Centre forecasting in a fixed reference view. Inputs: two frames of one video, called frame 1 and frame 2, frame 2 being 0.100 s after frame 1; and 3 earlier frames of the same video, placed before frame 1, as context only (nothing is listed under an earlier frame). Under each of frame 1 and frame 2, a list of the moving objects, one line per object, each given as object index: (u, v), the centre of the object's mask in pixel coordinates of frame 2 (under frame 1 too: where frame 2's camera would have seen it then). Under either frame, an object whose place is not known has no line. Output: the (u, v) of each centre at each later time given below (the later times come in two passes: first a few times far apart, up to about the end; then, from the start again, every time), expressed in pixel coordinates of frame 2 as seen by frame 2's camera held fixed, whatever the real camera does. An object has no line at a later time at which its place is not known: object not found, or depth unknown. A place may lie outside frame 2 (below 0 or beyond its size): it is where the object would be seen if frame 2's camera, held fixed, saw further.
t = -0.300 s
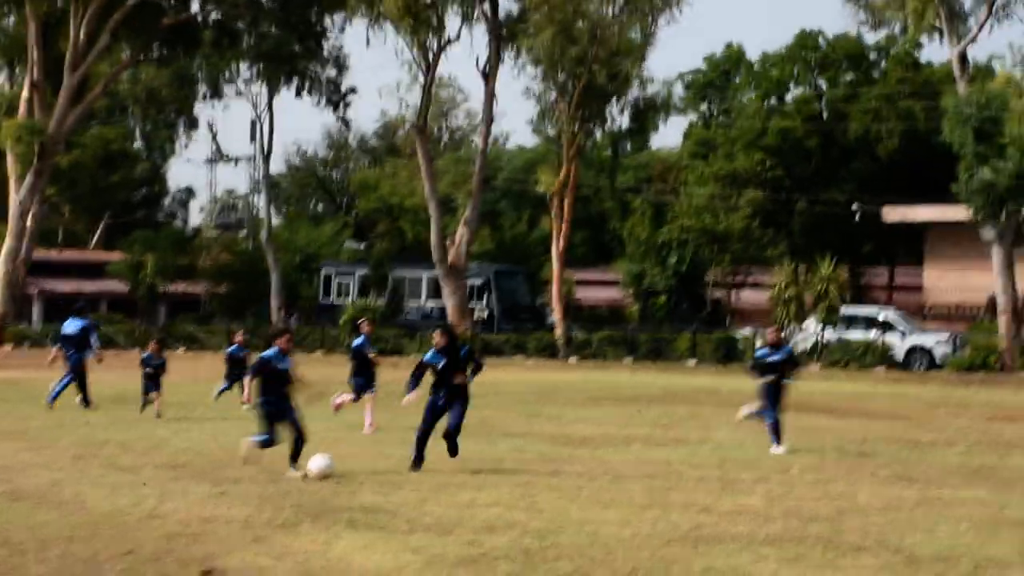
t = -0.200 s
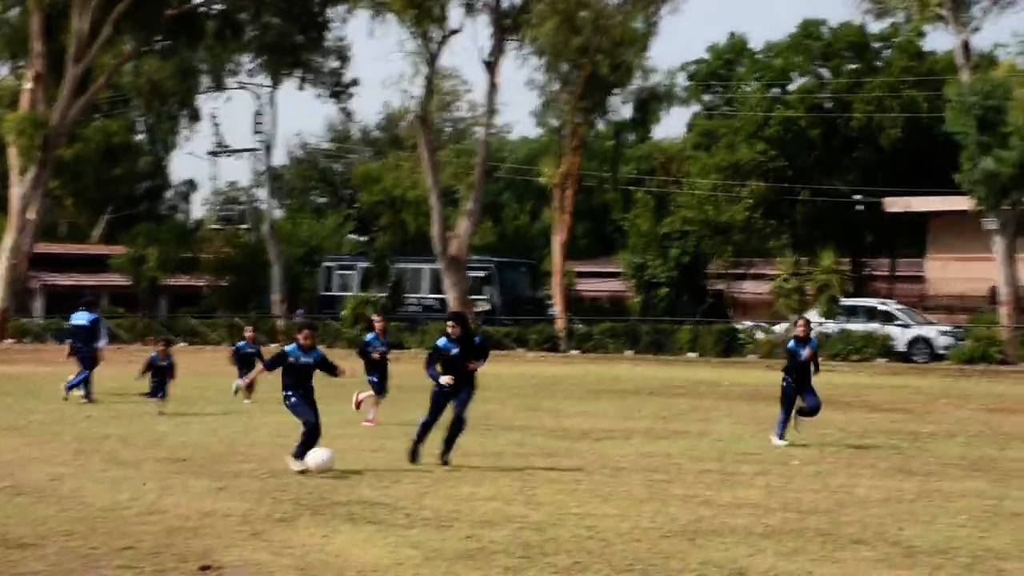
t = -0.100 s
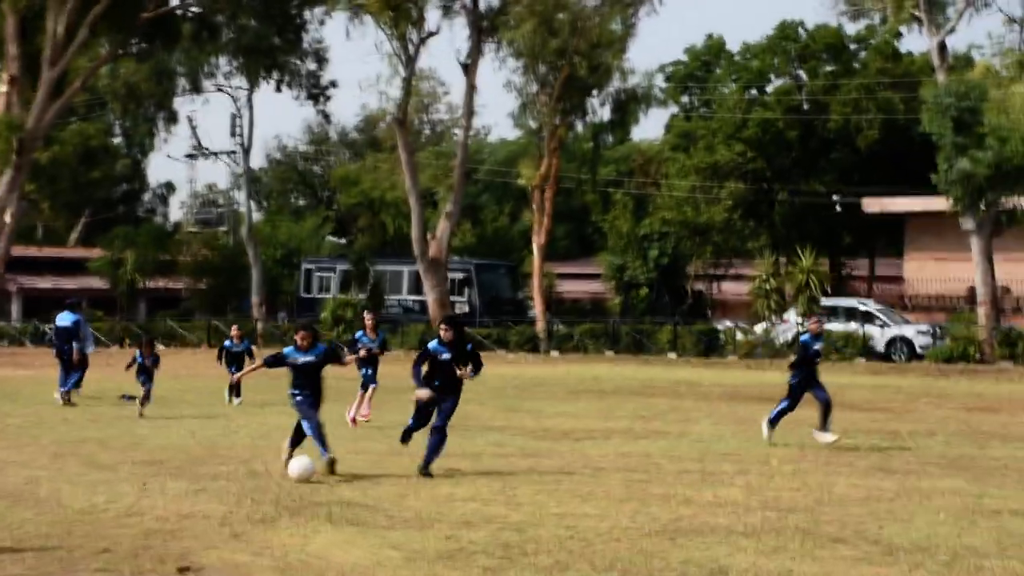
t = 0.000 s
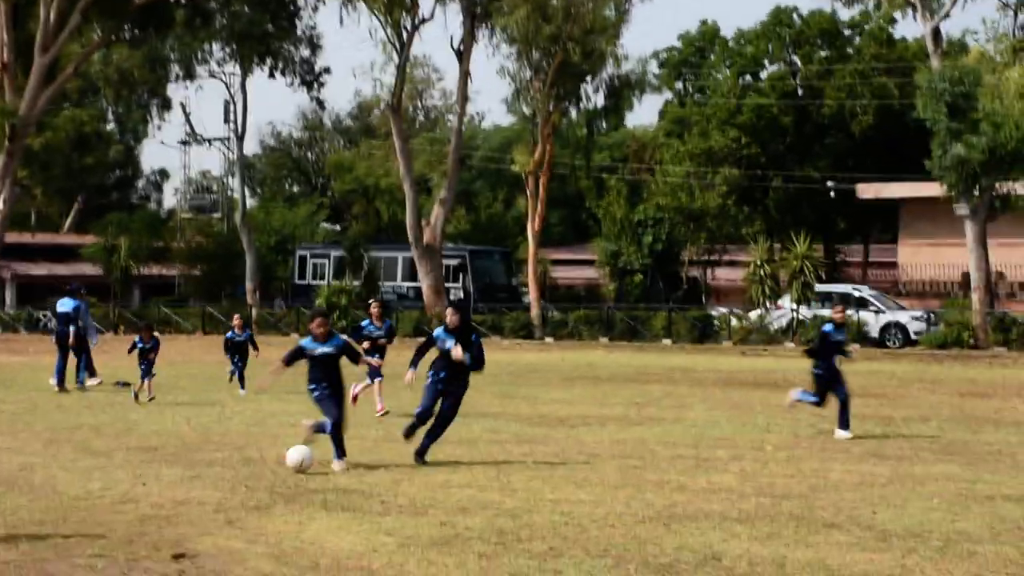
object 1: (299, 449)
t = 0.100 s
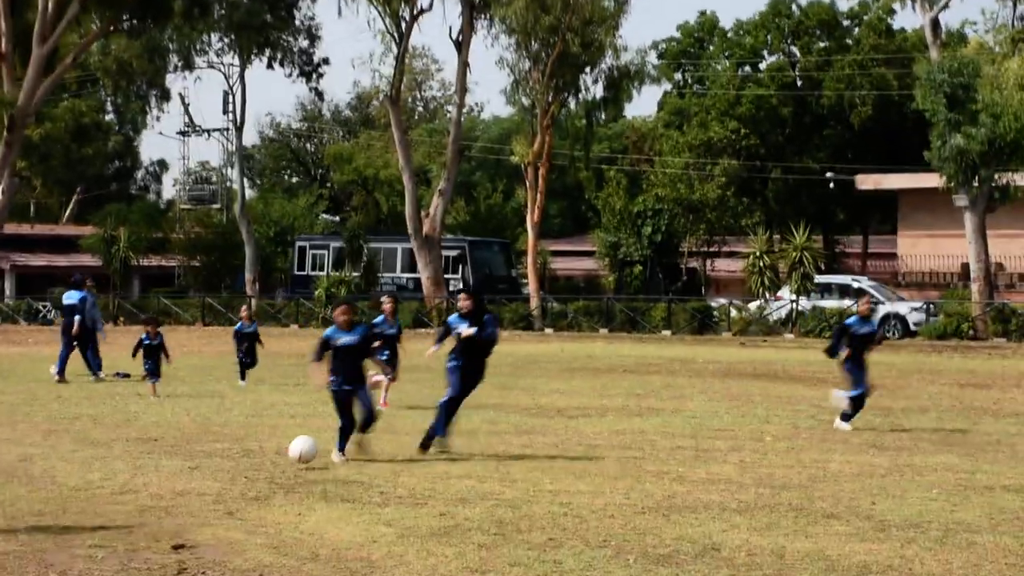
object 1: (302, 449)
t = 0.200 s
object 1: (307, 453)
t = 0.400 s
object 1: (315, 469)
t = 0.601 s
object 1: (321, 477)
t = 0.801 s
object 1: (329, 490)
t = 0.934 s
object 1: (336, 491)
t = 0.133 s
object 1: (304, 449)
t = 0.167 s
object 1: (305, 450)
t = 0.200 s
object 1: (307, 453)
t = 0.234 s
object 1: (309, 458)
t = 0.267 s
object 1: (311, 462)
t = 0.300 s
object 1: (312, 462)
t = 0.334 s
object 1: (313, 464)
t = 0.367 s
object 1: (314, 467)
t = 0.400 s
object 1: (315, 469)
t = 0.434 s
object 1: (317, 470)
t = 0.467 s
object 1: (318, 471)
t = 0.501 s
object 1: (319, 473)
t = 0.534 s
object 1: (319, 475)
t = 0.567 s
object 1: (320, 475)
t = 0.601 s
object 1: (321, 477)
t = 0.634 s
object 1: (323, 480)
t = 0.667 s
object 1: (323, 482)
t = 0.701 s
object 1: (325, 482)
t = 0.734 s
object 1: (326, 484)
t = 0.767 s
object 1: (328, 486)
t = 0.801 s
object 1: (329, 490)
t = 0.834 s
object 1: (331, 490)
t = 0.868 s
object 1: (333, 489)
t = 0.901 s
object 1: (334, 489)
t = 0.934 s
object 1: (336, 491)
